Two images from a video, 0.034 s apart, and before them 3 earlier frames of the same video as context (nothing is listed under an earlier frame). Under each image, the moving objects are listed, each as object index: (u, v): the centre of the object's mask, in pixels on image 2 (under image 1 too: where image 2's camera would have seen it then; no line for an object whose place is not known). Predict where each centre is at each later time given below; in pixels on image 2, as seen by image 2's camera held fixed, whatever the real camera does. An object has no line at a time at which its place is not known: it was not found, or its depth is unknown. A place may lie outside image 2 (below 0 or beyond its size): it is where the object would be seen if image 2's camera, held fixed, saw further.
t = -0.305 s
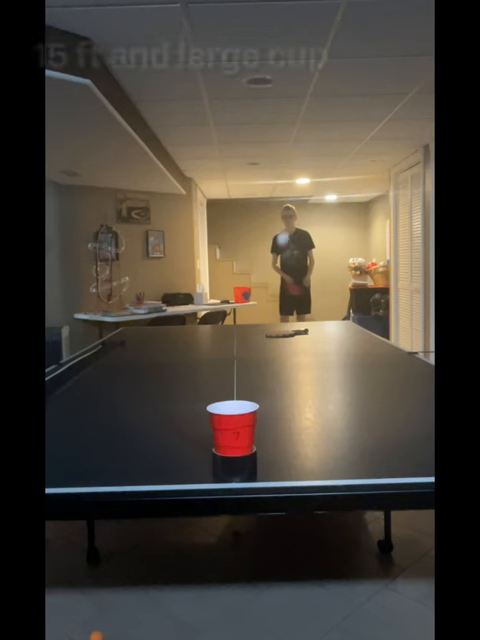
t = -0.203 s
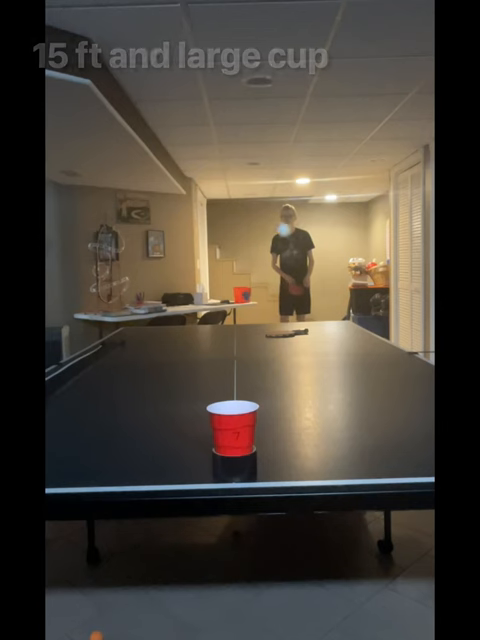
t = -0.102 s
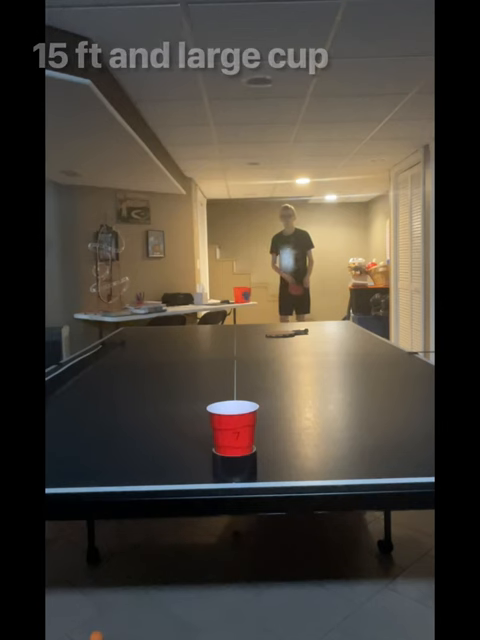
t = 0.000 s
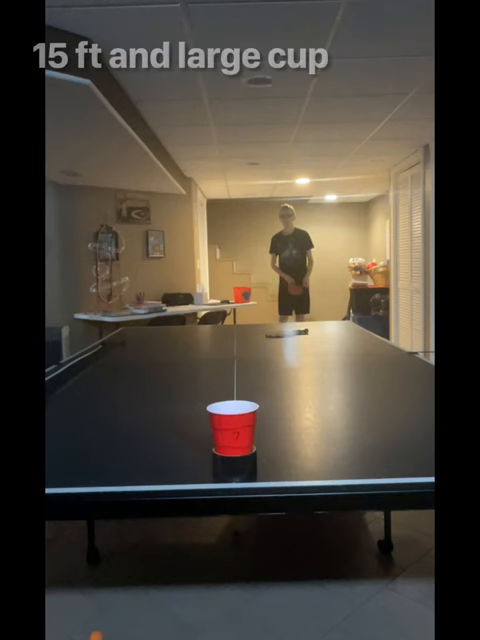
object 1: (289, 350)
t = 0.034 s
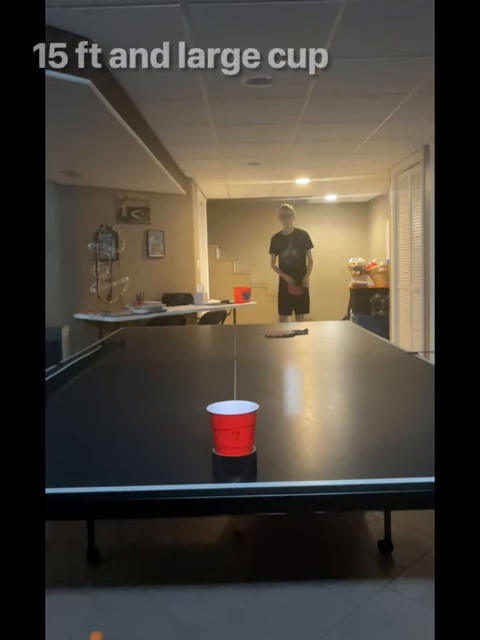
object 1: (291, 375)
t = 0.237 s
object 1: (299, 310)
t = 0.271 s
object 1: (301, 292)
